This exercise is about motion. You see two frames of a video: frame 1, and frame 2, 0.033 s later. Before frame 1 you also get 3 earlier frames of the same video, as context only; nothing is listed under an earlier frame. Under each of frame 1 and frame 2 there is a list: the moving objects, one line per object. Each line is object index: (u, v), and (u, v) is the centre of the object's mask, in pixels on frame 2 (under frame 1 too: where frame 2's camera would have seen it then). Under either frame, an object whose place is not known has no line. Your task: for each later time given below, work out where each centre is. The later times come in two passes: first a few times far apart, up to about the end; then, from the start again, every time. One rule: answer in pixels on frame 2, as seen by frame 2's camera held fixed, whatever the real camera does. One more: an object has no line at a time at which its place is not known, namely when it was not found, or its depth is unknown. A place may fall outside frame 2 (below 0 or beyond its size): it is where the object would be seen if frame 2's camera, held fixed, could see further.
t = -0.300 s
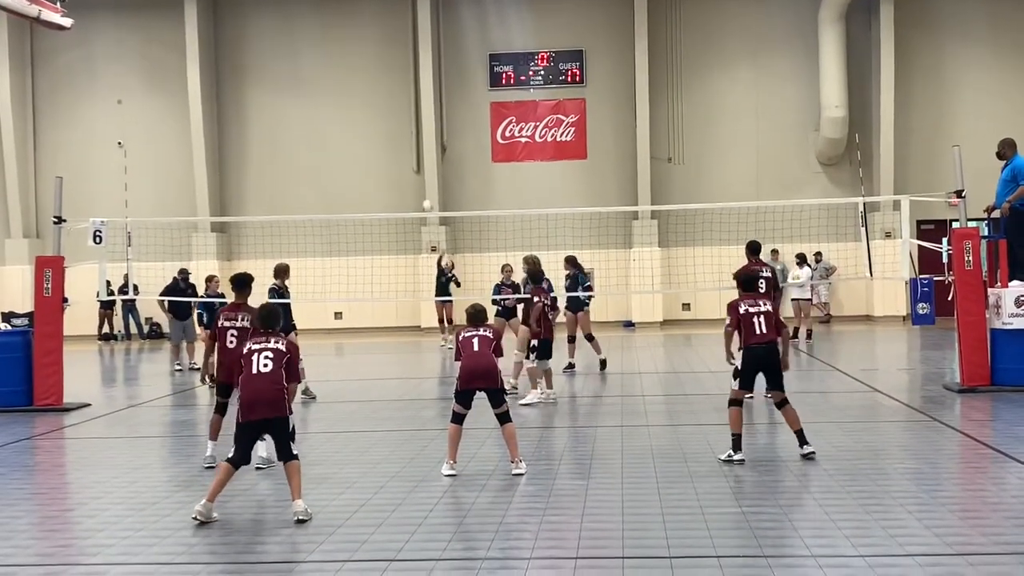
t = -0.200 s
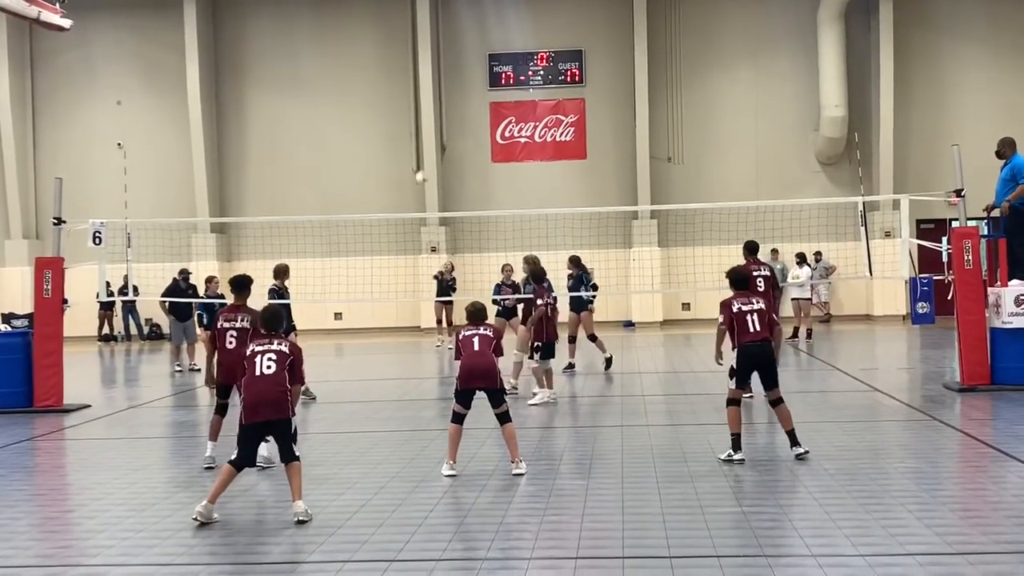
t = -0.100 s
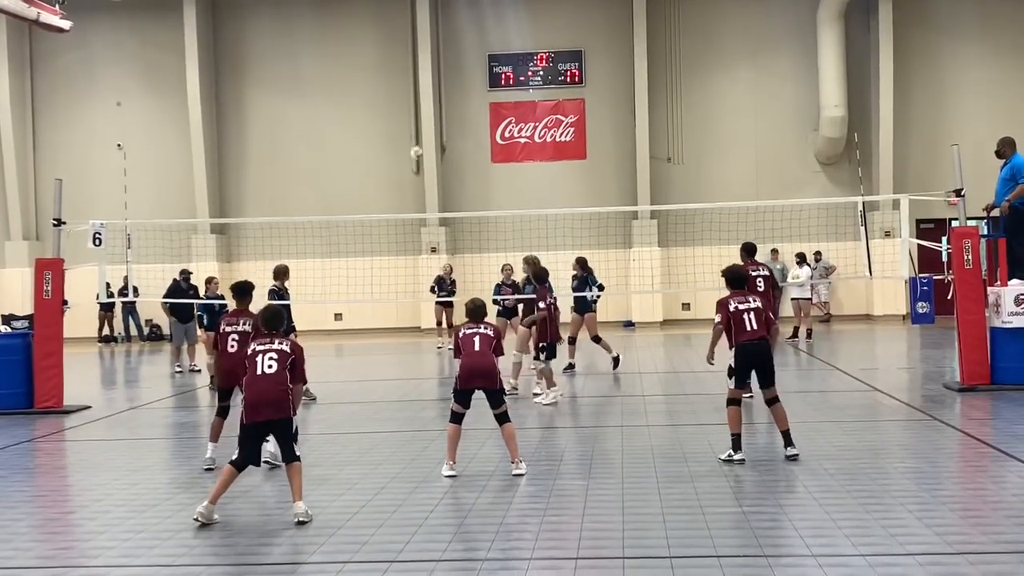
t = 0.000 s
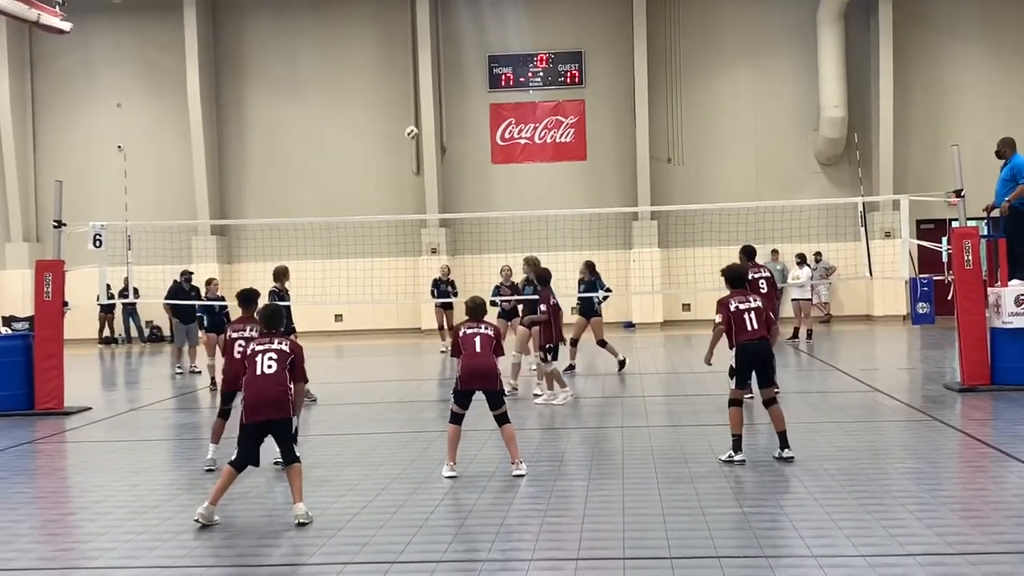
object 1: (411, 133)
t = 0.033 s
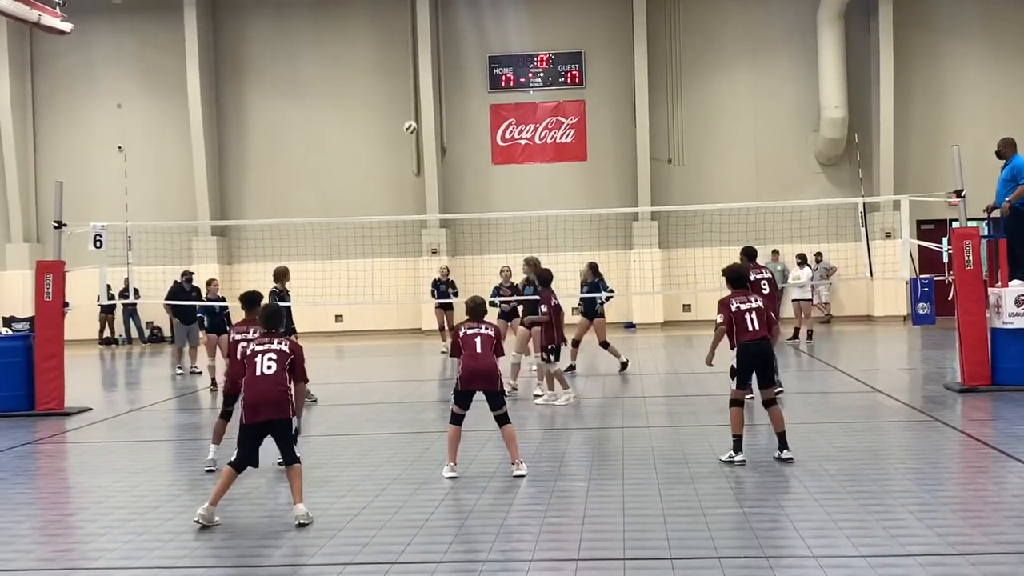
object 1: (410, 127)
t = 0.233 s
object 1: (399, 103)
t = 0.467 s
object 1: (389, 101)
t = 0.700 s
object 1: (376, 139)
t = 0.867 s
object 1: (363, 203)
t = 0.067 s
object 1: (408, 122)
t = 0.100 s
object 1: (406, 117)
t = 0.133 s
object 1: (404, 113)
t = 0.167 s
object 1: (402, 109)
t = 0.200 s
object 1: (401, 106)
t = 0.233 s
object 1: (399, 103)
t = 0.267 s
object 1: (398, 101)
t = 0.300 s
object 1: (396, 99)
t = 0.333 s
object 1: (395, 98)
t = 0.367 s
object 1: (393, 98)
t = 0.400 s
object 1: (391, 98)
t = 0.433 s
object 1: (391, 99)
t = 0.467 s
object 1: (389, 101)
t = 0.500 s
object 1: (387, 103)
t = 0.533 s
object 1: (385, 107)
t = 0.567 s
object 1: (384, 111)
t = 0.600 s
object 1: (382, 116)
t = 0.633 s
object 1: (380, 122)
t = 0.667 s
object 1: (378, 131)
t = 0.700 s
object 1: (376, 139)
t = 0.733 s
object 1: (374, 148)
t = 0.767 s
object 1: (371, 160)
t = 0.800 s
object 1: (369, 173)
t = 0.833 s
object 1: (366, 188)
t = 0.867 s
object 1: (363, 203)
